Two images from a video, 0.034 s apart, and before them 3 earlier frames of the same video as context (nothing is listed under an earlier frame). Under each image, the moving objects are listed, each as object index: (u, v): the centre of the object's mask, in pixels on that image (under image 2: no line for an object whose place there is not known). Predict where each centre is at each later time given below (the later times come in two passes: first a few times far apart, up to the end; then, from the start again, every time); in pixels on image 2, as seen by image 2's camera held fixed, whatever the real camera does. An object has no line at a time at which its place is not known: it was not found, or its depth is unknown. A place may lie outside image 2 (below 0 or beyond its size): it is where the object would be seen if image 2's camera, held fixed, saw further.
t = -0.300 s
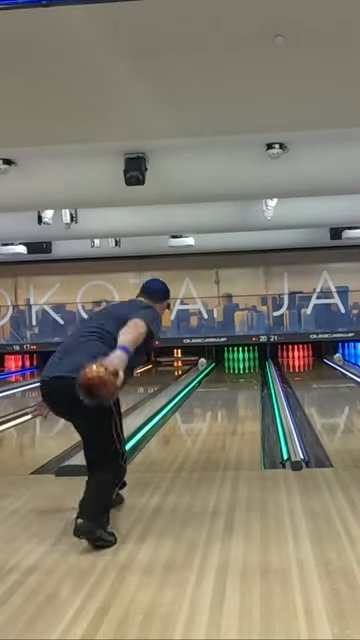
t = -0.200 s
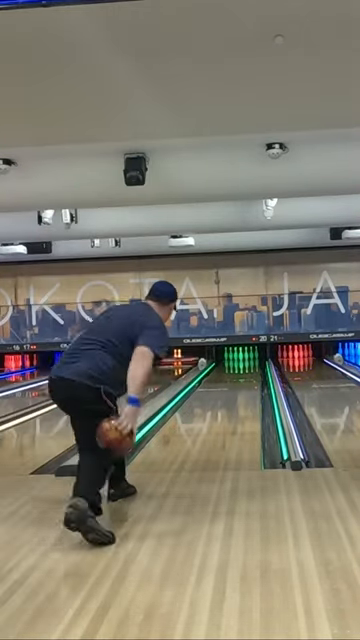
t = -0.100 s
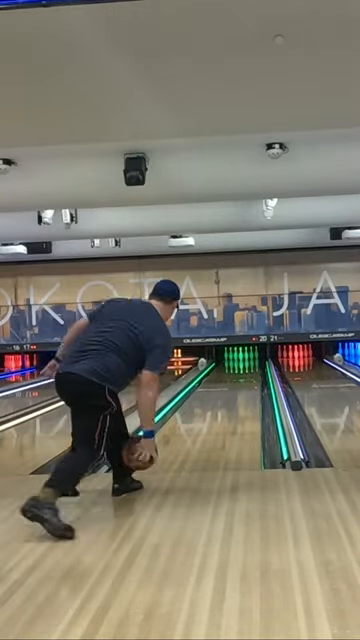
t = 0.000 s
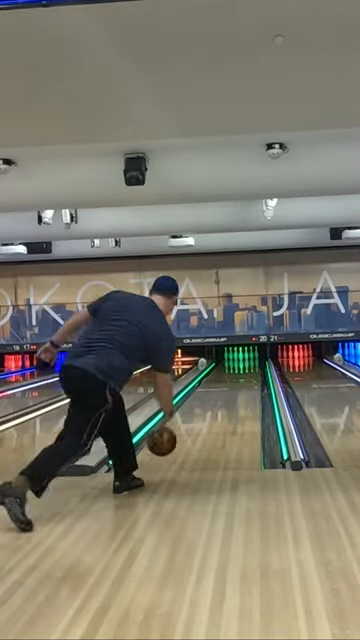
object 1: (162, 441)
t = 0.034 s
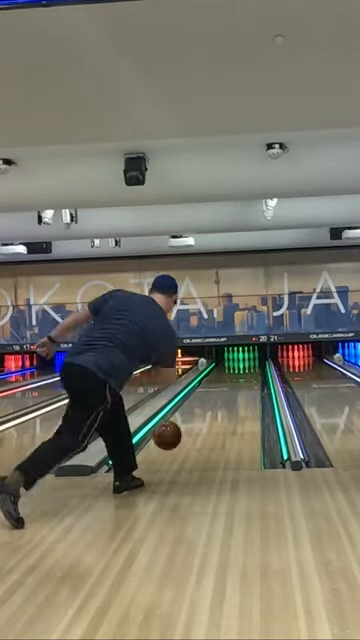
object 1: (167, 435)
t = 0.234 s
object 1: (194, 434)
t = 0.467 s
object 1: (213, 413)
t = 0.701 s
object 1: (225, 398)
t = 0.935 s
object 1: (234, 388)
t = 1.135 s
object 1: (238, 382)
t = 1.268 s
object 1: (242, 378)
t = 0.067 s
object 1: (172, 431)
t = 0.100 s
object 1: (177, 429)
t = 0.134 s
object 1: (182, 429)
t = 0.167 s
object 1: (186, 429)
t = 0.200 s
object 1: (190, 431)
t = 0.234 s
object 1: (194, 434)
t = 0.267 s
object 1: (197, 430)
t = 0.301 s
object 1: (200, 427)
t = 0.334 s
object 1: (203, 423)
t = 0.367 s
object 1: (206, 420)
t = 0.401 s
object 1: (208, 418)
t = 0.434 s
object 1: (210, 415)
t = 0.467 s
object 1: (213, 413)
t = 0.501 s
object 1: (215, 410)
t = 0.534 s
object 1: (217, 408)
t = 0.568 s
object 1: (218, 406)
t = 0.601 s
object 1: (220, 404)
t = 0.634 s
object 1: (222, 402)
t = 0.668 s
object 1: (224, 400)
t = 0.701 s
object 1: (225, 398)
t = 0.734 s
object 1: (226, 397)
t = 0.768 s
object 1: (228, 395)
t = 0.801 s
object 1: (229, 393)
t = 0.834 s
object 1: (230, 392)
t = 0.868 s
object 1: (231, 390)
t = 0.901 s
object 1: (233, 389)
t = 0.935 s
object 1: (234, 388)
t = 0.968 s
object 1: (234, 387)
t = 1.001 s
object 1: (235, 386)
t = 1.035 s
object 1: (237, 385)
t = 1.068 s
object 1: (238, 383)
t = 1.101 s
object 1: (238, 382)
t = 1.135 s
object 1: (238, 382)
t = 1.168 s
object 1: (239, 381)
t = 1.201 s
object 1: (241, 379)
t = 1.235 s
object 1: (242, 378)
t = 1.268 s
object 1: (242, 378)
